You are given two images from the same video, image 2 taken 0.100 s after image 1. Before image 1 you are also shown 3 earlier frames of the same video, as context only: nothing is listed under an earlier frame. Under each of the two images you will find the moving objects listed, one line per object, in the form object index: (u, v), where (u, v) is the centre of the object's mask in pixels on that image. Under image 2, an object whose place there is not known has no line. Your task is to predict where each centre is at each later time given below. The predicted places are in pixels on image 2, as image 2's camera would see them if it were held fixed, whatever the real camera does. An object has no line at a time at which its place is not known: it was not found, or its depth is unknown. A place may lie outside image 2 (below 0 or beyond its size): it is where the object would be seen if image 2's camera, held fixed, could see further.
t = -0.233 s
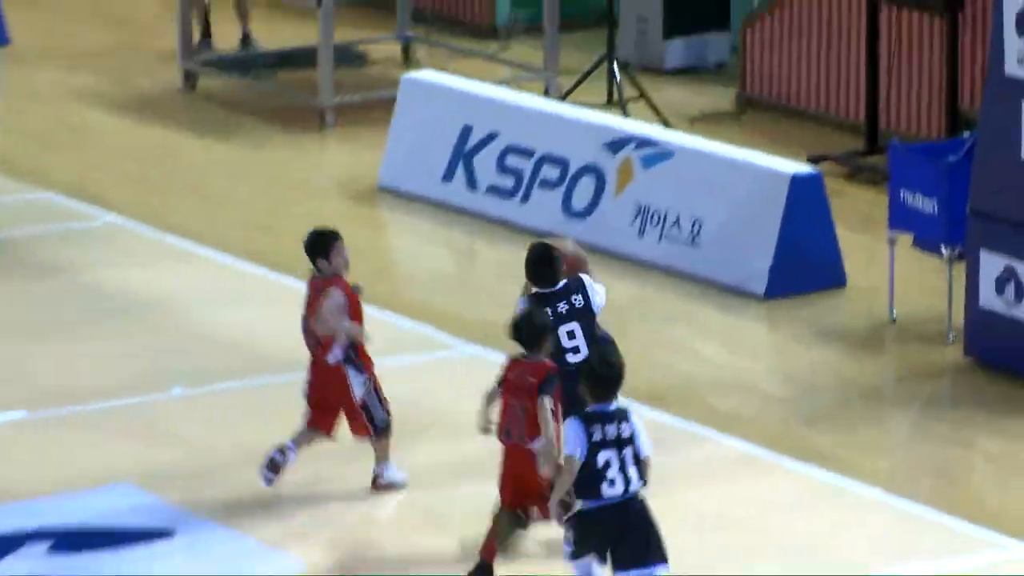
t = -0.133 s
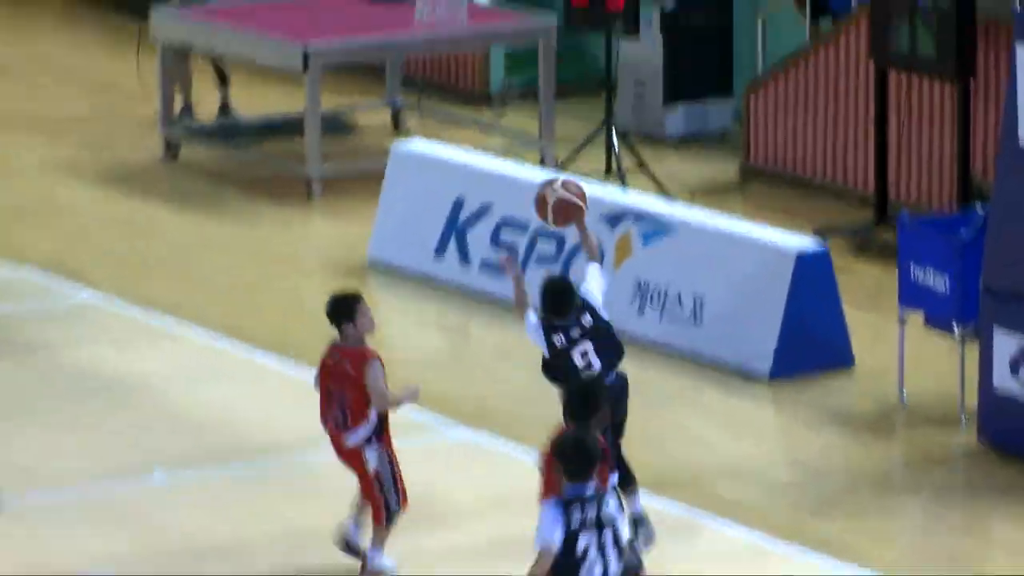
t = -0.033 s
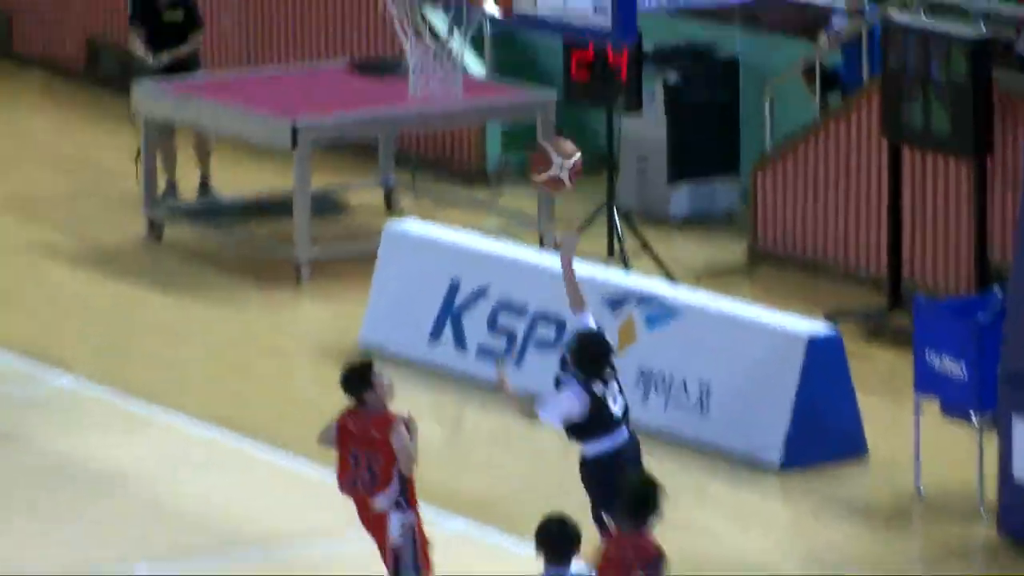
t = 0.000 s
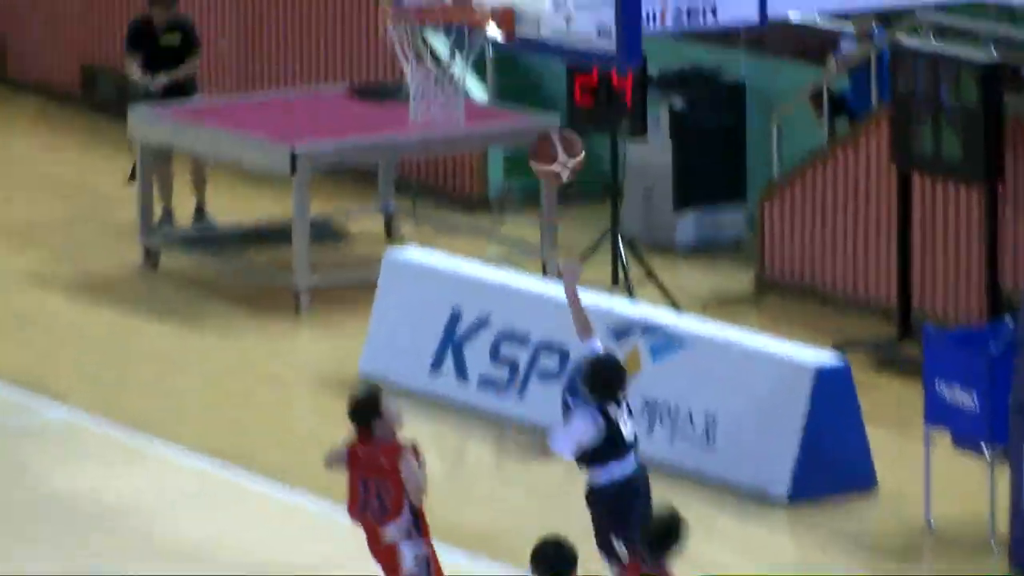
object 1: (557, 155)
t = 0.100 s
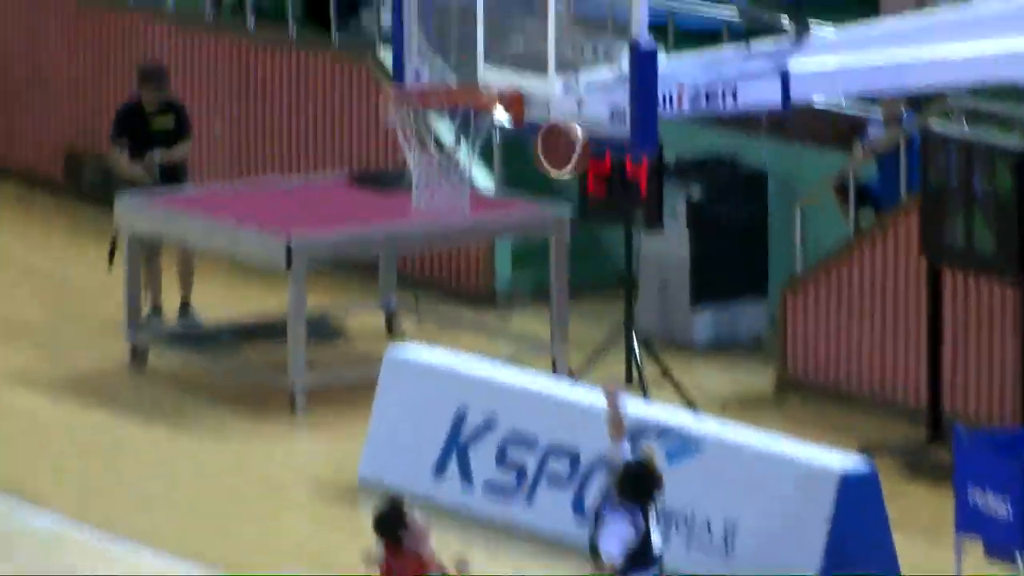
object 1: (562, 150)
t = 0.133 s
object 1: (561, 123)
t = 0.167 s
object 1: (559, 98)
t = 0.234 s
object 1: (556, 59)
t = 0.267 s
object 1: (555, 43)
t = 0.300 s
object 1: (553, 31)
